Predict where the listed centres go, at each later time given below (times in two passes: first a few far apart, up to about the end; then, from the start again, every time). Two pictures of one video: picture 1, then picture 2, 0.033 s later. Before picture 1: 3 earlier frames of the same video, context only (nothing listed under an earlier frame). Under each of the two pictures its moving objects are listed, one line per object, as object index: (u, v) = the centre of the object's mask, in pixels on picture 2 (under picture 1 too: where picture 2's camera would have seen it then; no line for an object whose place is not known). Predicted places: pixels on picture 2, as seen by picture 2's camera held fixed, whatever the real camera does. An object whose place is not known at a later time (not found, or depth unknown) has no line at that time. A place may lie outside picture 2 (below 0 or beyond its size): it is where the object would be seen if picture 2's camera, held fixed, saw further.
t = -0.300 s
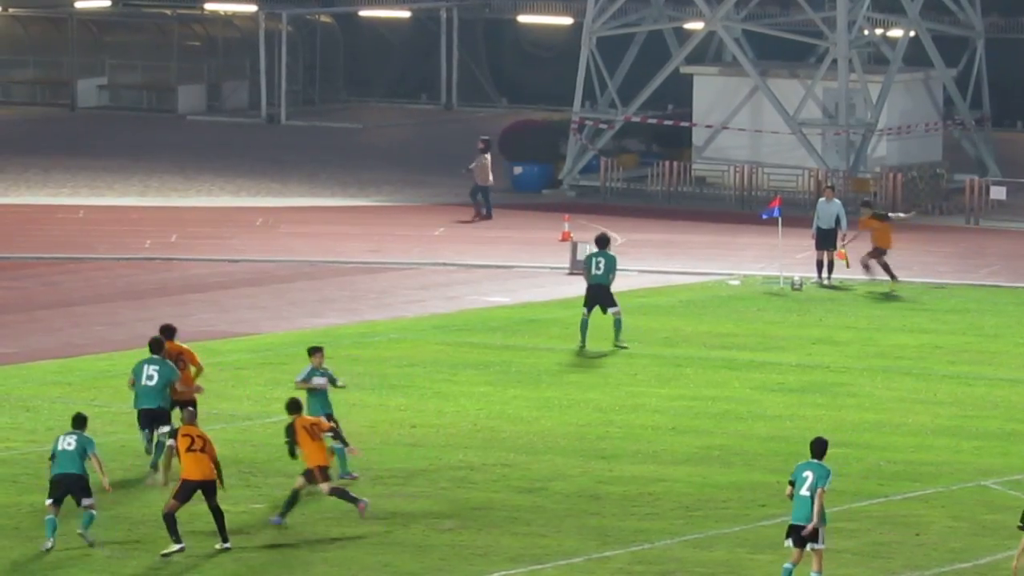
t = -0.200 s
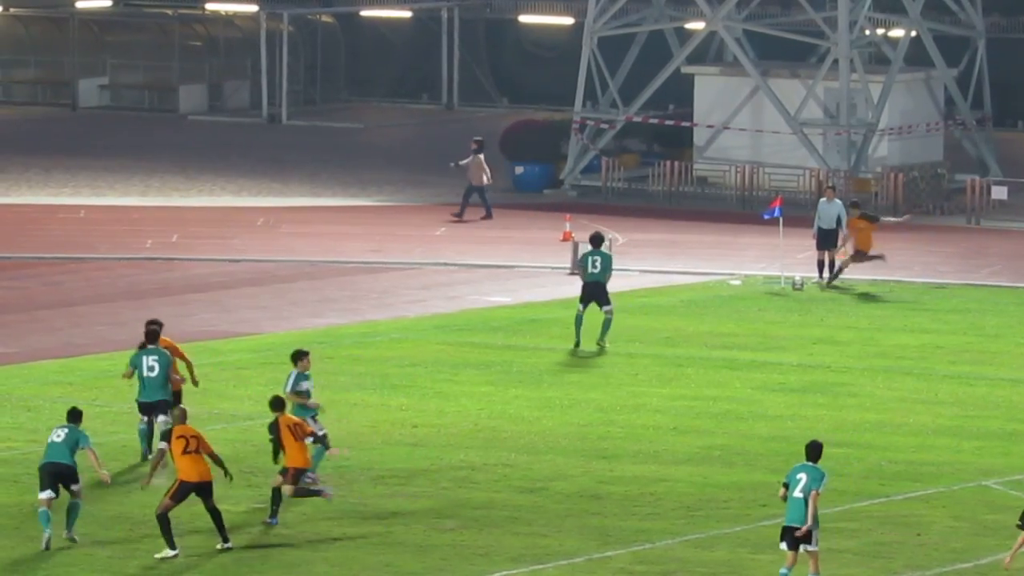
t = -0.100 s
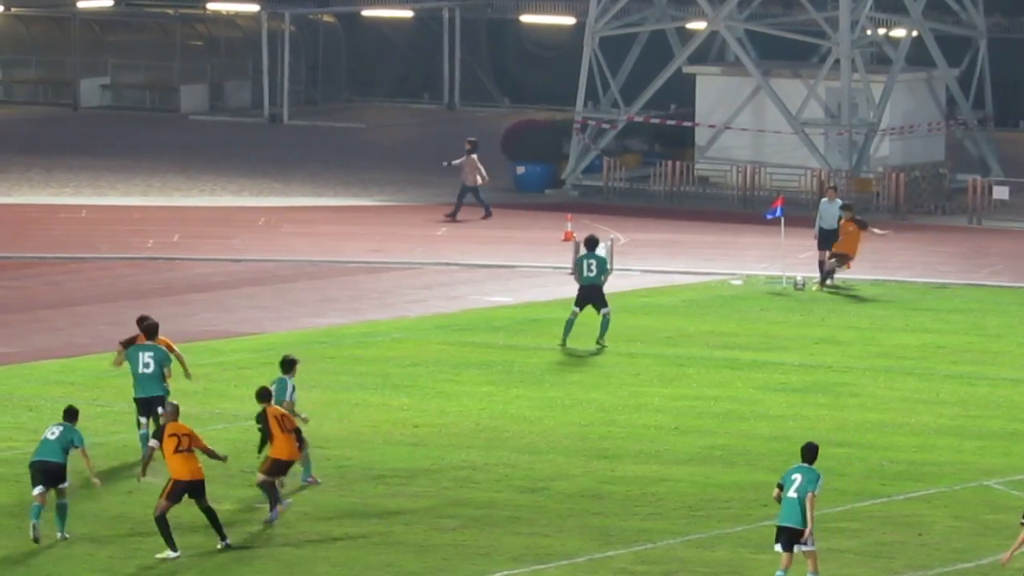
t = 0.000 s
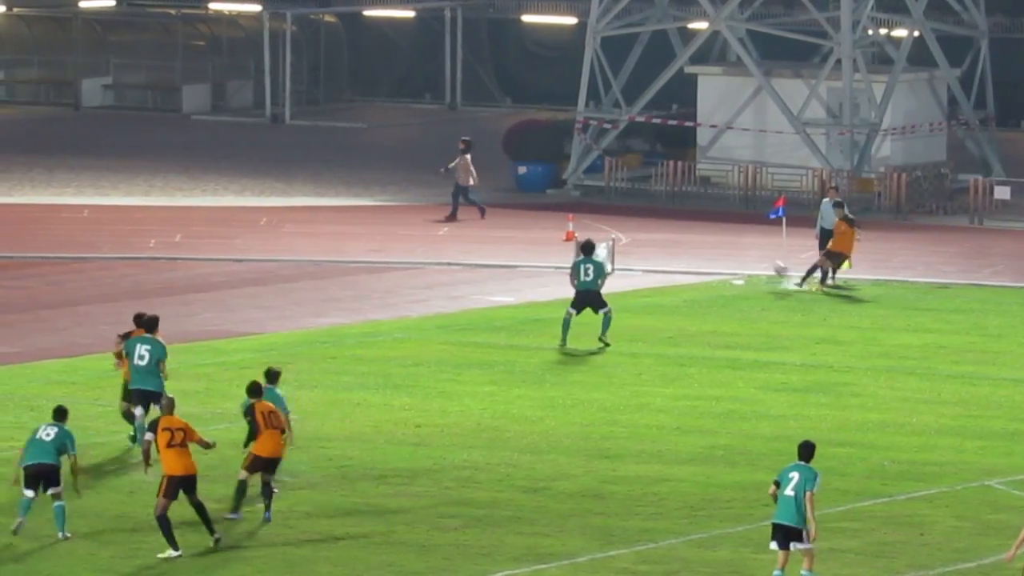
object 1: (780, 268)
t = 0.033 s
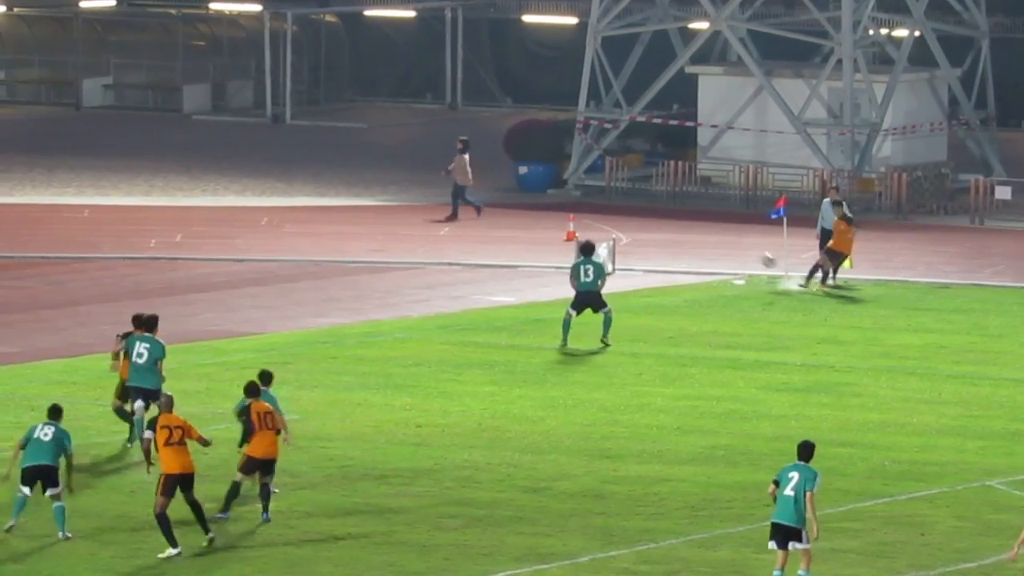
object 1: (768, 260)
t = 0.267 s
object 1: (688, 210)
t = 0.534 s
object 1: (615, 181)
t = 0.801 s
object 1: (555, 186)
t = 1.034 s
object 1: (517, 221)
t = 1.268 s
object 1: (489, 291)
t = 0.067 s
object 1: (757, 252)
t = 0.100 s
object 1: (745, 244)
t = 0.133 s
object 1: (733, 236)
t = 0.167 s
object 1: (720, 228)
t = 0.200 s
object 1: (710, 221)
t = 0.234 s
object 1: (699, 215)
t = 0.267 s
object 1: (688, 210)
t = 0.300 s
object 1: (678, 204)
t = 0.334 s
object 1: (668, 200)
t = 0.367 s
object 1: (659, 195)
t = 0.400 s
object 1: (650, 191)
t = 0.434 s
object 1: (640, 189)
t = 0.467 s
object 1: (632, 185)
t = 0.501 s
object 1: (623, 183)
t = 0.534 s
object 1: (615, 181)
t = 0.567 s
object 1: (606, 180)
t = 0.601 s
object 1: (598, 179)
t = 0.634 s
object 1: (590, 178)
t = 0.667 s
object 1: (583, 179)
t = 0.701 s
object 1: (577, 179)
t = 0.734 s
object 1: (568, 181)
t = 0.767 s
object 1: (562, 183)
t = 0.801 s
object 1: (555, 186)
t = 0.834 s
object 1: (549, 188)
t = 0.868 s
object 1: (542, 193)
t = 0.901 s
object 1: (537, 197)
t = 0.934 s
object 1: (531, 202)
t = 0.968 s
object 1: (527, 207)
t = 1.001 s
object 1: (521, 215)
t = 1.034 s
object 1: (517, 221)
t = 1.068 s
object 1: (511, 230)
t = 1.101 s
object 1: (508, 238)
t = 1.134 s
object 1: (503, 247)
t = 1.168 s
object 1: (500, 257)
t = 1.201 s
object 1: (495, 268)
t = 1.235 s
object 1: (492, 280)
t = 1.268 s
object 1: (489, 291)
